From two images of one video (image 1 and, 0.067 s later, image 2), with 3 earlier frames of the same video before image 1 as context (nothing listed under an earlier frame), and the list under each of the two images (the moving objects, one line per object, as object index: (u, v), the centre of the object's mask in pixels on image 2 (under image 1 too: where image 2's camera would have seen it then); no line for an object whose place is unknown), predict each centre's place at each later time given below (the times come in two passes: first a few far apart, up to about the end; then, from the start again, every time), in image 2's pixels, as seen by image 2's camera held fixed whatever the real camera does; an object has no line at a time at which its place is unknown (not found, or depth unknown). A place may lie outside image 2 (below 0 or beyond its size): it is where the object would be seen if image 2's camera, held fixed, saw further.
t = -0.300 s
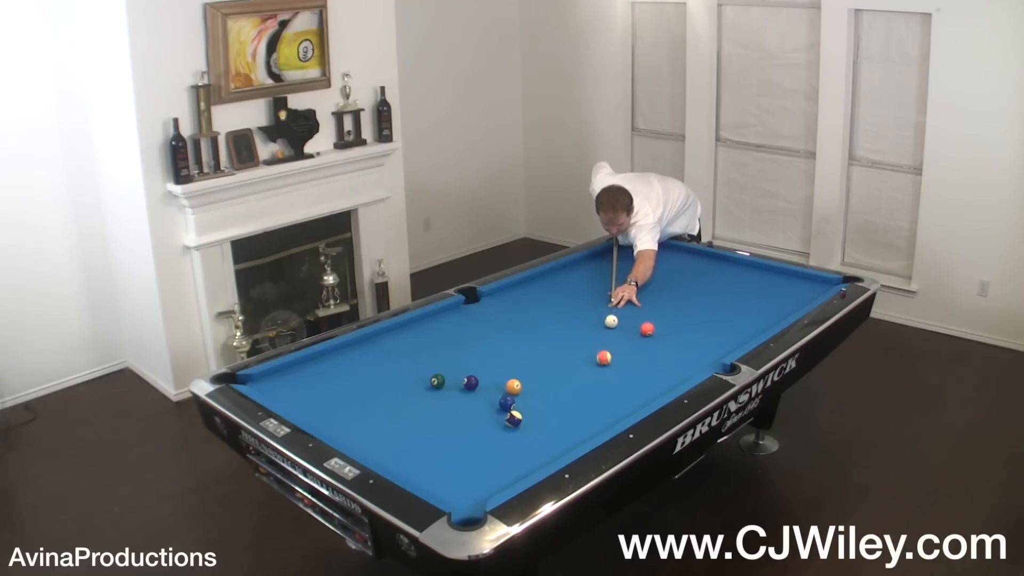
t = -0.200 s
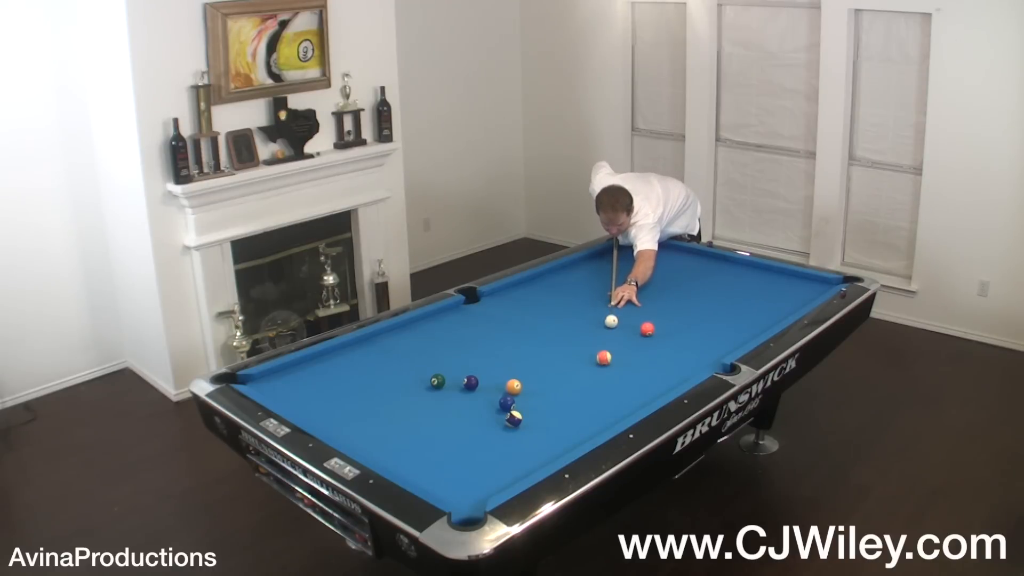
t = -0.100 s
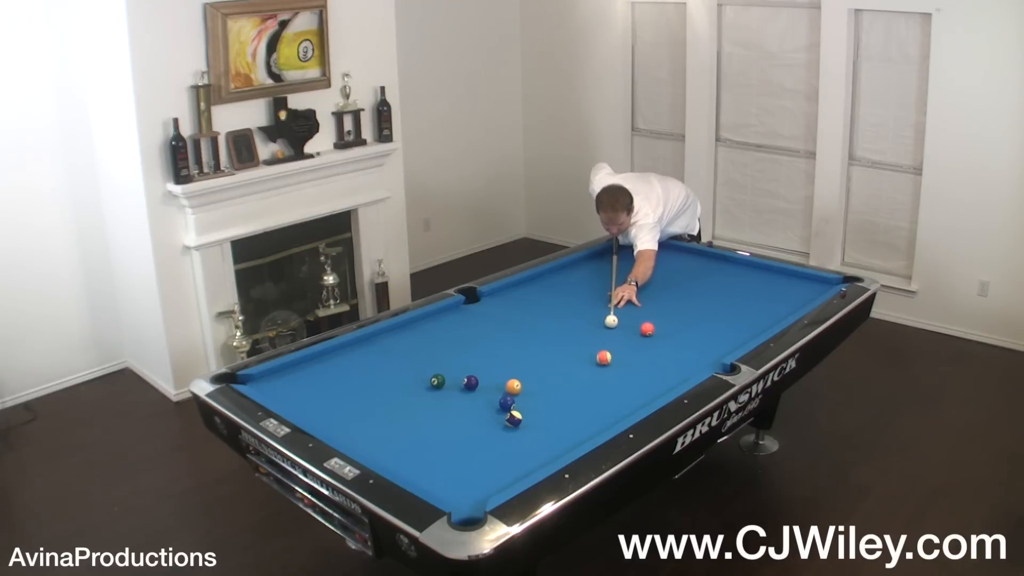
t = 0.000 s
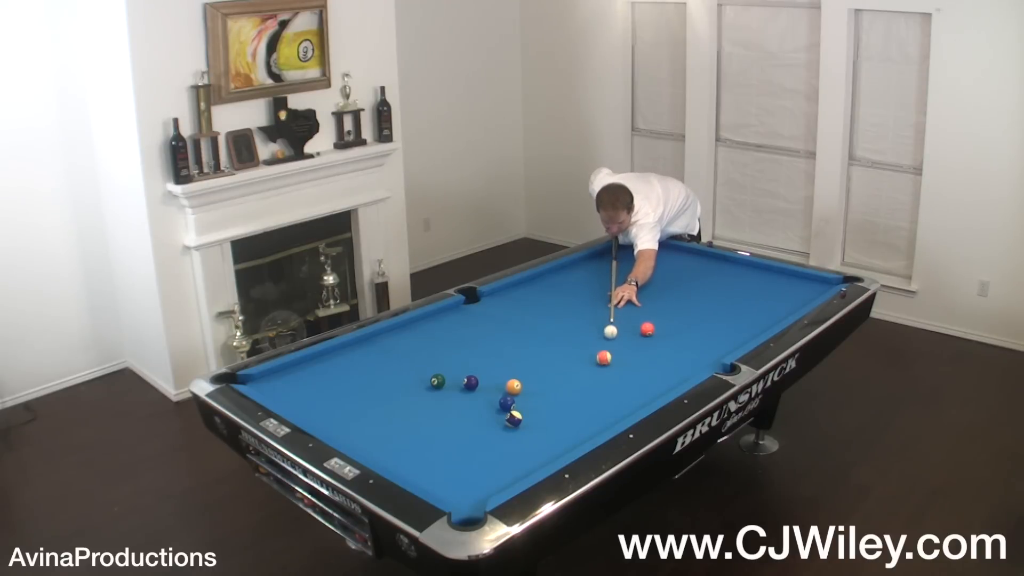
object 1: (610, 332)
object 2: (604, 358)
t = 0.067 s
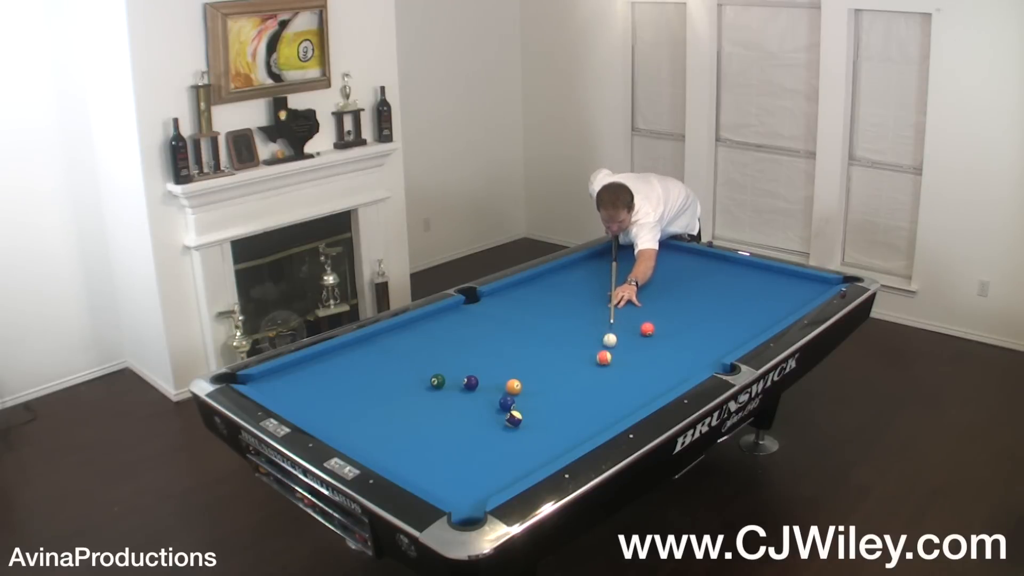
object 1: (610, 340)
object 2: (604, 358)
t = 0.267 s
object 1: (617, 355)
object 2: (594, 368)
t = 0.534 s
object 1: (636, 365)
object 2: (575, 390)
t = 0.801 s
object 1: (655, 377)
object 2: (554, 414)
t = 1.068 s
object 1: (672, 385)
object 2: (532, 439)
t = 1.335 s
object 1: (657, 384)
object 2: (507, 465)
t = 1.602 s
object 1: (644, 382)
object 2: (481, 493)
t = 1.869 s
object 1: (632, 380)
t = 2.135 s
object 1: (622, 378)
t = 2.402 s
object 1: (613, 376)
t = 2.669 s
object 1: (606, 374)
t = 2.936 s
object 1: (600, 373)
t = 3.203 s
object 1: (595, 371)
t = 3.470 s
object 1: (592, 370)
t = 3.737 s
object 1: (590, 370)
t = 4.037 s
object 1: (589, 369)
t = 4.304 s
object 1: (589, 369)
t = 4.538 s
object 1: (589, 369)
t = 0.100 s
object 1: (610, 343)
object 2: (604, 358)
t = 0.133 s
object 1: (610, 347)
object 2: (604, 358)
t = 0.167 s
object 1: (611, 351)
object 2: (603, 358)
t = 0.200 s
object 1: (612, 353)
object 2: (600, 361)
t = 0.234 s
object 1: (615, 354)
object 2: (597, 365)
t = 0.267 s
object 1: (617, 355)
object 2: (594, 368)
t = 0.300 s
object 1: (620, 356)
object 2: (592, 371)
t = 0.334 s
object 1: (622, 357)
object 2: (589, 374)
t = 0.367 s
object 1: (625, 359)
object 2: (587, 376)
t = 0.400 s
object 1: (627, 360)
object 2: (584, 379)
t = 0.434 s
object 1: (629, 362)
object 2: (582, 382)
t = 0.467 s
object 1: (632, 363)
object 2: (579, 385)
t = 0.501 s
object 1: (634, 364)
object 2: (577, 388)
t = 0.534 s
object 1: (636, 365)
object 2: (575, 390)
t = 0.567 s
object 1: (639, 367)
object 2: (572, 393)
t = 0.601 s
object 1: (641, 369)
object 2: (570, 396)
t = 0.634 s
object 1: (644, 370)
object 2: (567, 399)
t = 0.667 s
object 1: (646, 371)
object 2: (564, 402)
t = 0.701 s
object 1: (648, 373)
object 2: (562, 405)
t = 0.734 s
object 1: (651, 374)
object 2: (559, 407)
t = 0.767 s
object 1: (653, 375)
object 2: (557, 410)
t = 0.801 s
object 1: (655, 377)
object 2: (554, 414)
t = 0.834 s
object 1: (658, 378)
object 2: (551, 417)
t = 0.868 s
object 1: (660, 379)
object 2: (548, 420)
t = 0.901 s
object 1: (663, 381)
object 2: (546, 423)
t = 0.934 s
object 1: (665, 382)
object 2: (543, 426)
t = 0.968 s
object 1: (667, 383)
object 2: (540, 429)
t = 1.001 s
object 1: (669, 384)
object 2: (537, 432)
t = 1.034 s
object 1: (672, 385)
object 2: (534, 435)
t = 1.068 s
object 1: (672, 385)
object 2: (532, 439)
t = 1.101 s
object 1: (670, 386)
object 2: (528, 442)
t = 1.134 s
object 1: (668, 385)
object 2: (525, 445)
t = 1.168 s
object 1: (666, 385)
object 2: (522, 448)
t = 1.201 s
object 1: (664, 385)
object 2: (520, 451)
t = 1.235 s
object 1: (663, 385)
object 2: (517, 455)
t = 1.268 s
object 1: (661, 385)
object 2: (514, 458)
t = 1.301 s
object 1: (659, 385)
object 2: (510, 461)
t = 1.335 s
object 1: (657, 384)
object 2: (507, 465)
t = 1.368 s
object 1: (656, 384)
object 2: (504, 468)
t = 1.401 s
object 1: (654, 384)
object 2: (501, 472)
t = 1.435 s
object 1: (652, 383)
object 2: (498, 475)
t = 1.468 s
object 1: (651, 383)
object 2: (494, 479)
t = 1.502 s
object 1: (649, 383)
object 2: (491, 482)
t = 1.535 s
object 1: (647, 382)
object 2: (488, 486)
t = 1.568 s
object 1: (646, 382)
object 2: (484, 489)
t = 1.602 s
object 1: (644, 382)
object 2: (481, 493)
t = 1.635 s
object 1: (643, 382)
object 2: (478, 497)
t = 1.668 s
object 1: (641, 381)
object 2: (474, 500)
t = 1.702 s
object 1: (640, 381)
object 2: (471, 504)
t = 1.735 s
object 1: (638, 381)
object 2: (467, 508)
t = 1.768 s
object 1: (637, 381)
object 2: (464, 513)
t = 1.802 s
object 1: (635, 380)
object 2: (462, 519)
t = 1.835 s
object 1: (634, 380)
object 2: (464, 524)
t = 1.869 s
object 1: (632, 380)
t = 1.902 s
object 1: (631, 379)
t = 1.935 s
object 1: (630, 379)
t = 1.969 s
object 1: (628, 379)
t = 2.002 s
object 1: (627, 379)
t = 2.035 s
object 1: (626, 378)
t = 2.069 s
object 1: (625, 378)
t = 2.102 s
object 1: (623, 378)
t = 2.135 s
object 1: (622, 378)
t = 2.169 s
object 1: (621, 377)
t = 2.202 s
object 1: (620, 377)
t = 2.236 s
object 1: (619, 377)
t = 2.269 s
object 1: (618, 377)
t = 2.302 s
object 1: (617, 376)
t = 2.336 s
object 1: (616, 376)
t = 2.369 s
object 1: (614, 376)
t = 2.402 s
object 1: (613, 376)
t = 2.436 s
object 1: (612, 375)
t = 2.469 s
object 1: (611, 375)
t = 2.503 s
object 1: (610, 375)
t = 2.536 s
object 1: (610, 375)
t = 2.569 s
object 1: (609, 375)
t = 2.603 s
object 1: (608, 374)
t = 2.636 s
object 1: (607, 374)
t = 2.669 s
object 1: (606, 374)
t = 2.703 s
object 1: (605, 374)
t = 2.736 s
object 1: (604, 374)
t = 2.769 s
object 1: (604, 374)
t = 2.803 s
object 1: (603, 373)
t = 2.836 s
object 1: (602, 373)
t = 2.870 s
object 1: (601, 373)
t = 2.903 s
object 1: (601, 373)
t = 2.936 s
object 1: (600, 373)
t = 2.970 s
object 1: (599, 372)
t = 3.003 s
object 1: (599, 372)
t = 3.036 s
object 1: (598, 372)
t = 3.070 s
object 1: (597, 372)
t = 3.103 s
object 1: (597, 372)
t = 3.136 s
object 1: (596, 372)
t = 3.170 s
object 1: (596, 371)
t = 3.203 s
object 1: (595, 371)
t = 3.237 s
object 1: (595, 371)
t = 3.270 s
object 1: (594, 371)
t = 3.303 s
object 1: (594, 371)
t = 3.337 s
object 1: (593, 371)
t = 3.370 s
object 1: (593, 371)
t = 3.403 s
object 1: (593, 371)
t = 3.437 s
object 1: (592, 371)
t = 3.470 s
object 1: (592, 370)
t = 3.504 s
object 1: (592, 370)
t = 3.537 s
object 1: (591, 370)
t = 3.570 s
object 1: (591, 370)
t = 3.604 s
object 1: (591, 370)
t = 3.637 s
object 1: (591, 370)
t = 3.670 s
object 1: (590, 370)
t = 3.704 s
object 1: (590, 370)
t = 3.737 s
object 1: (590, 370)
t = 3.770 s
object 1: (590, 370)
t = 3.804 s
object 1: (590, 370)
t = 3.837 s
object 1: (590, 370)
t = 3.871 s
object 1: (589, 370)
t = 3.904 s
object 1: (589, 370)
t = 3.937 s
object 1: (589, 370)
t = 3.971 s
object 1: (589, 369)
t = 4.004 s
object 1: (589, 369)
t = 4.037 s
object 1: (589, 369)
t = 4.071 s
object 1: (589, 369)
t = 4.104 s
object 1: (589, 369)
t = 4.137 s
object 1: (589, 369)
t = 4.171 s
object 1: (589, 369)
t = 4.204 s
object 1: (589, 369)
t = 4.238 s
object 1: (589, 369)
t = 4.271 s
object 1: (589, 369)
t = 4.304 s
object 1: (589, 369)
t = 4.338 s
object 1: (589, 369)
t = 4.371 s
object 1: (589, 369)
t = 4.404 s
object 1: (589, 369)
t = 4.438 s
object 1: (589, 369)
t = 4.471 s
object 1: (589, 369)
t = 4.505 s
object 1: (589, 369)
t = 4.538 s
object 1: (589, 369)
